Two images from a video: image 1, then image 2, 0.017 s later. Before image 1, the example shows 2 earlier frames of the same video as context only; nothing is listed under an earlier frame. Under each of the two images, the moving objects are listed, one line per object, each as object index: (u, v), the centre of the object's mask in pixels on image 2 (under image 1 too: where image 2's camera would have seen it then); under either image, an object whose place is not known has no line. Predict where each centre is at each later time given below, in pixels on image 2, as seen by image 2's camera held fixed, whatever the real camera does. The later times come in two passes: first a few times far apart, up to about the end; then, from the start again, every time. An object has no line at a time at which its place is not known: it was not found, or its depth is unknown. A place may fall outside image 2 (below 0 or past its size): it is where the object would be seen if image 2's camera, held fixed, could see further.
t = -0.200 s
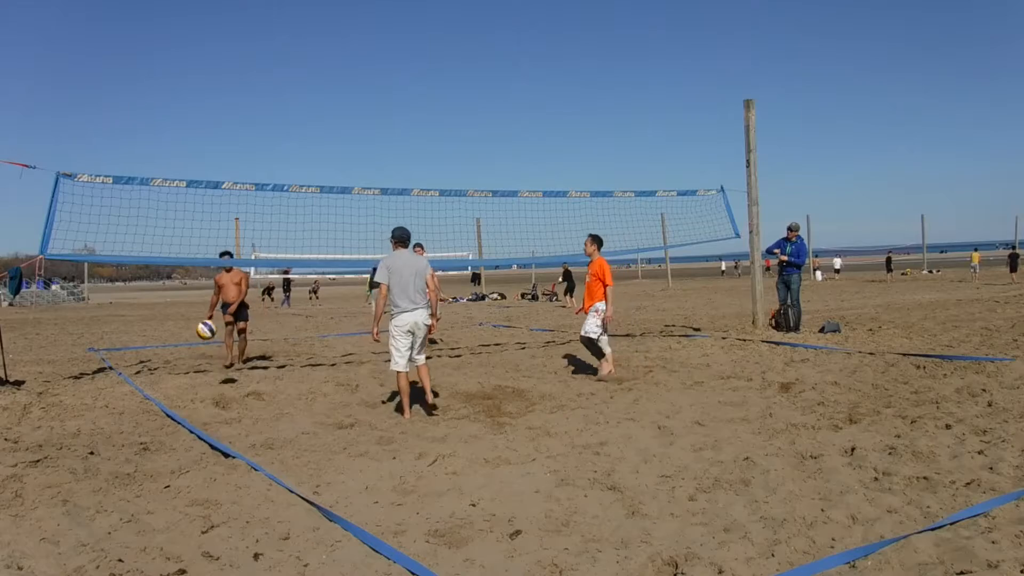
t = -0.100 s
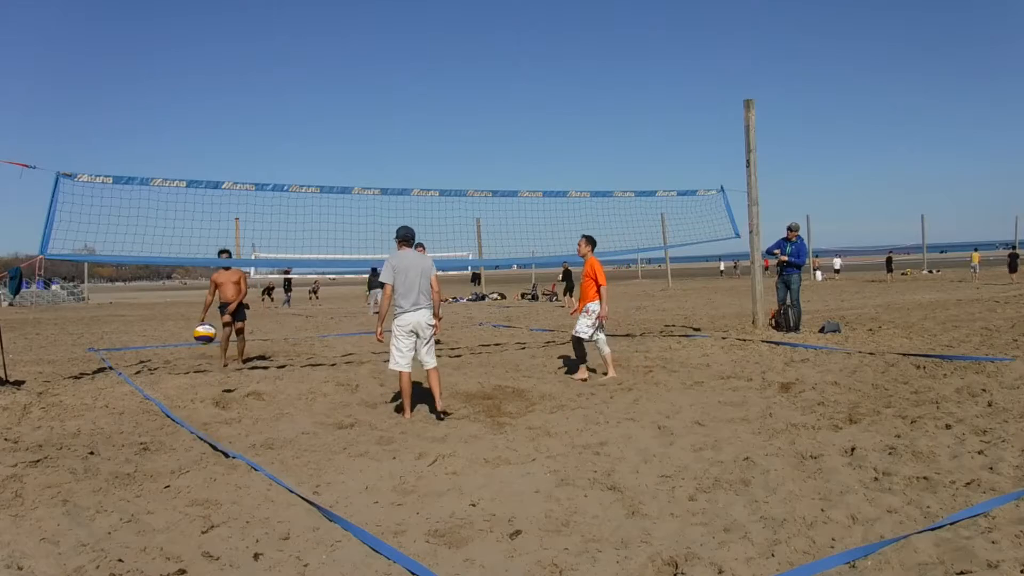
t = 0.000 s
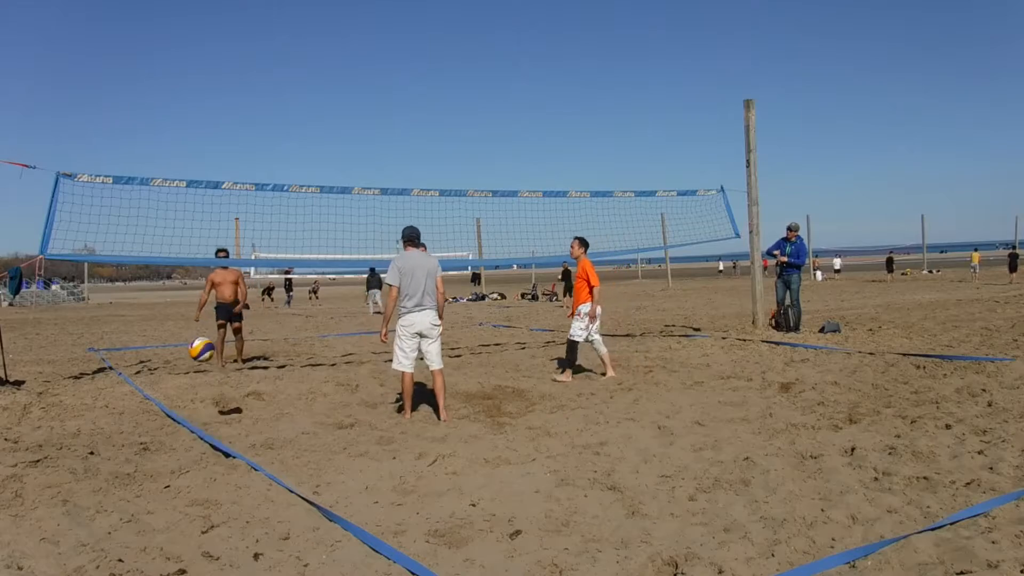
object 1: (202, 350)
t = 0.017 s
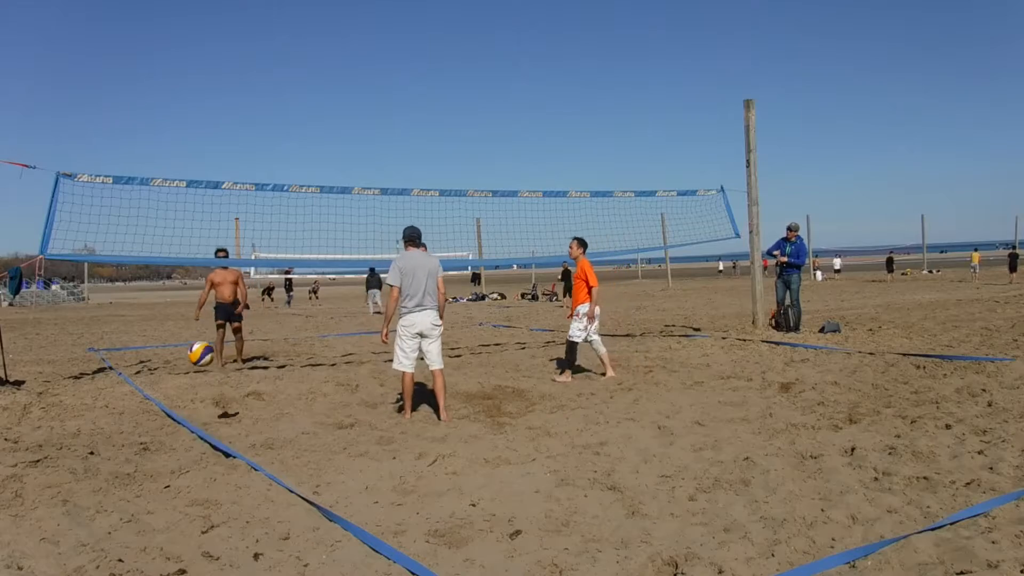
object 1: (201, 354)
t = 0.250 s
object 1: (181, 450)
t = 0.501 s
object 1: (83, 479)
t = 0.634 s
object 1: (17, 561)
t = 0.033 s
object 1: (200, 359)
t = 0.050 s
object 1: (200, 364)
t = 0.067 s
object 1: (199, 370)
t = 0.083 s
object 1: (199, 377)
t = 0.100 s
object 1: (198, 384)
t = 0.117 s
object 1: (197, 392)
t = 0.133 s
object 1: (196, 401)
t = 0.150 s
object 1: (196, 411)
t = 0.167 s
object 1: (195, 421)
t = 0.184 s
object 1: (193, 433)
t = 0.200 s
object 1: (193, 447)
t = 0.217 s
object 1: (191, 454)
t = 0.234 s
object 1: (186, 453)
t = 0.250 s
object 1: (181, 450)
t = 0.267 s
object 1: (176, 448)
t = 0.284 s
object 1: (170, 447)
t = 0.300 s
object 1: (164, 446)
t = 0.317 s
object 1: (159, 445)
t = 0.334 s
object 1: (154, 445)
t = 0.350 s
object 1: (147, 446)
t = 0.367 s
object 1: (141, 447)
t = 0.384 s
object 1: (134, 449)
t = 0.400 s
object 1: (128, 450)
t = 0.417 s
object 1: (122, 453)
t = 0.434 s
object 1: (114, 457)
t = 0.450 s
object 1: (107, 462)
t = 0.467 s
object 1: (99, 467)
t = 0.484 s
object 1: (92, 473)
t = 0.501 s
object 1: (83, 479)
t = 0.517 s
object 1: (75, 487)
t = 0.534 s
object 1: (66, 496)
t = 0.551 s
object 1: (57, 506)
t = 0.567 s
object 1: (48, 516)
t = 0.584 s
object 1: (38, 529)
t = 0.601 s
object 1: (28, 543)
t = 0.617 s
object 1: (23, 554)
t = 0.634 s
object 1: (17, 561)
